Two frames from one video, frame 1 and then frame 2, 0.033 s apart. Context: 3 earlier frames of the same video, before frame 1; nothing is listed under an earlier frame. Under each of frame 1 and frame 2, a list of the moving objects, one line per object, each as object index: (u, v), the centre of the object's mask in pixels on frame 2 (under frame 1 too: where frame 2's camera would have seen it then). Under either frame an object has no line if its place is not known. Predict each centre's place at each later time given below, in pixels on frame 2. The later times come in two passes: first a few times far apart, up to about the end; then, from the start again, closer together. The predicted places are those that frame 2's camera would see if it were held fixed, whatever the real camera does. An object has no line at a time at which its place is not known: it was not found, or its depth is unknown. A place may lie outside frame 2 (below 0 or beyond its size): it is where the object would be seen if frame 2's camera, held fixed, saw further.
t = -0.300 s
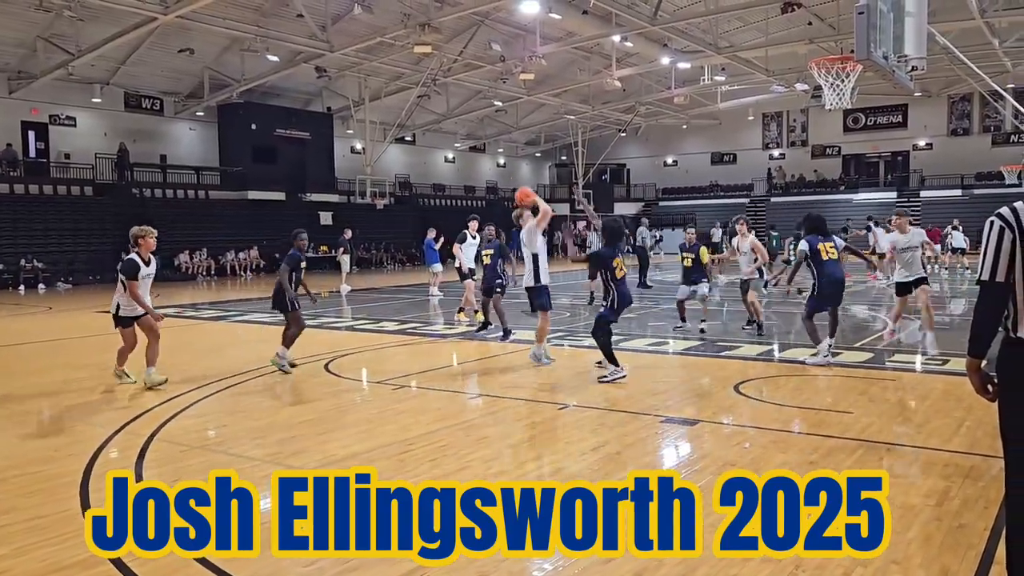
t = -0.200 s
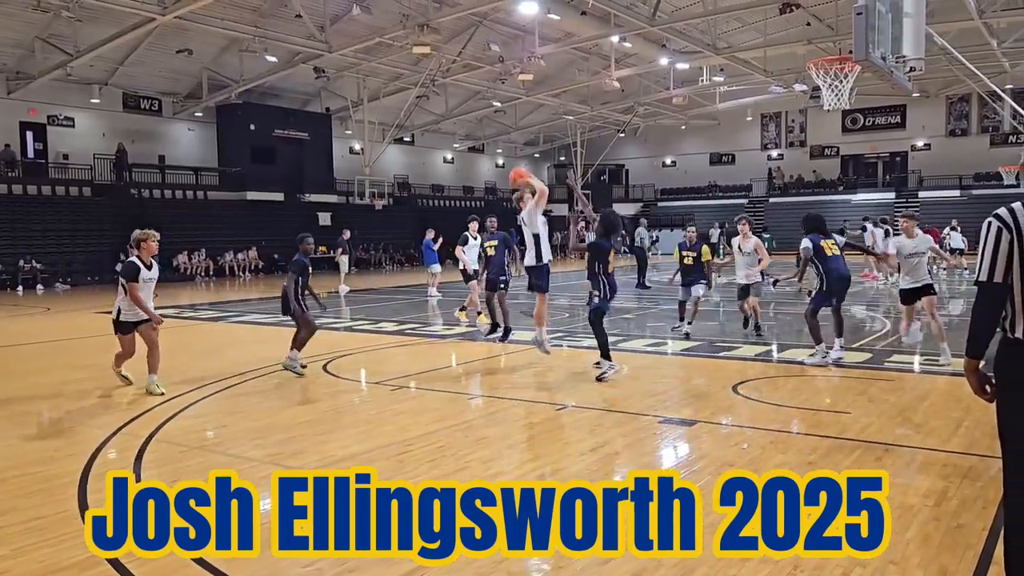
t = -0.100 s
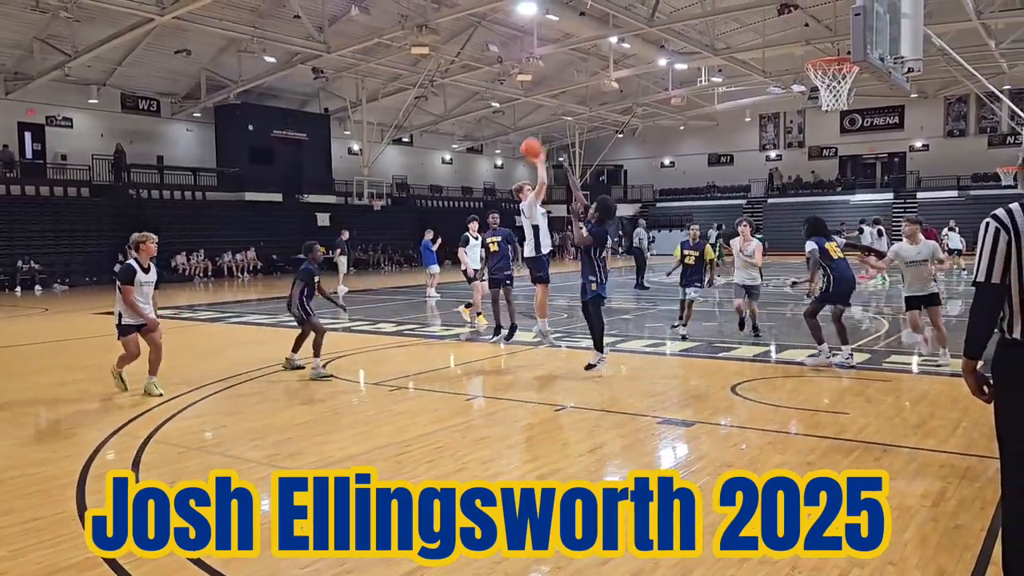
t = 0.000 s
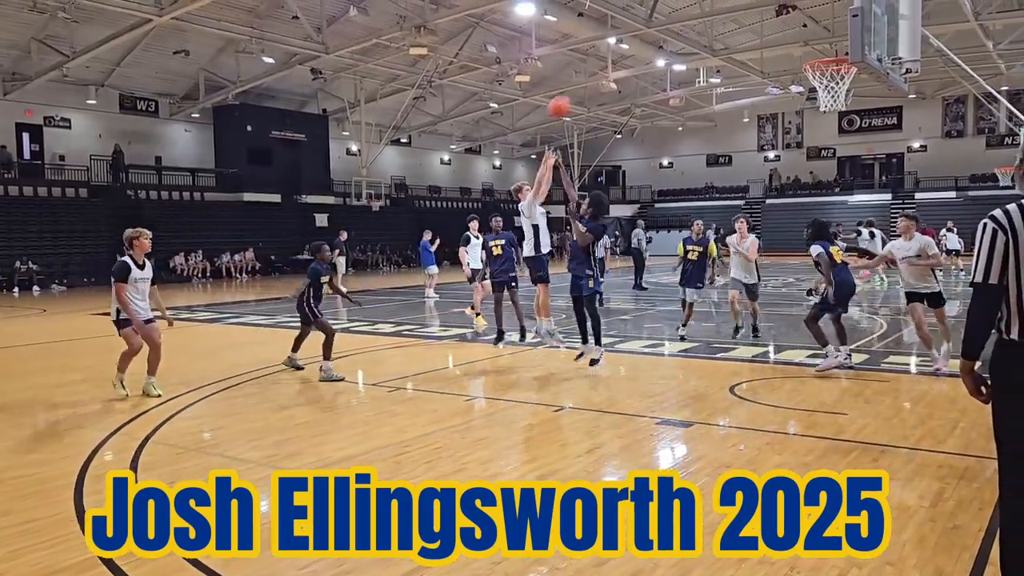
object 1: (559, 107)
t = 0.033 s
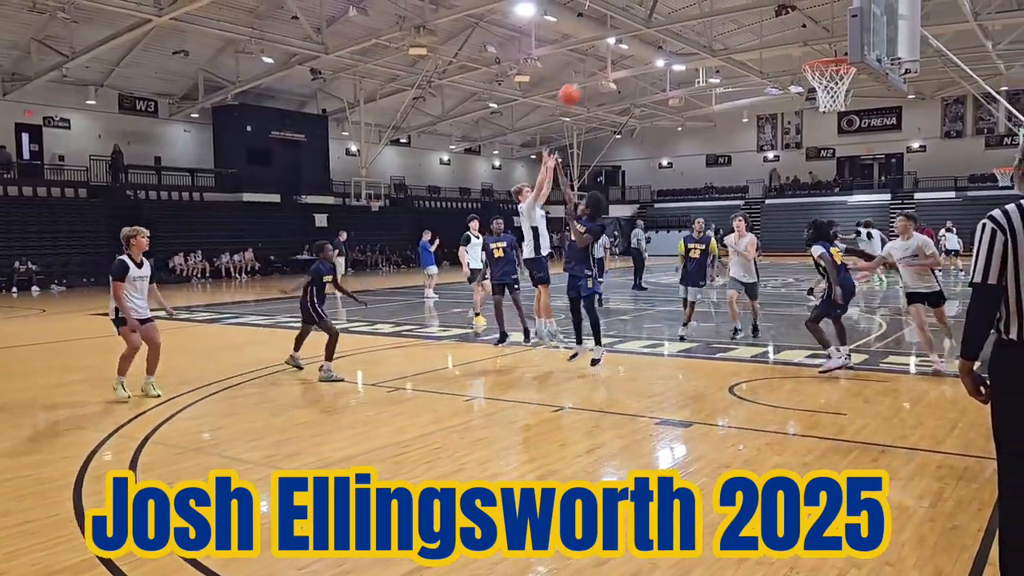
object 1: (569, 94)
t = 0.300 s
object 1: (663, 22)
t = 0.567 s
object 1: (772, 10)
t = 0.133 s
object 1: (603, 61)
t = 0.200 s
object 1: (627, 43)
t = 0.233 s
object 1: (639, 34)
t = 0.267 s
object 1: (651, 27)
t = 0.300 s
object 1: (663, 22)
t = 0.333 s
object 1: (677, 16)
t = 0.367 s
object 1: (689, 12)
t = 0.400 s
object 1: (702, 9)
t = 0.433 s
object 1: (716, 8)
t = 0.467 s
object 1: (728, 7)
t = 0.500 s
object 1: (743, 7)
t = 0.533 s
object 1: (756, 8)
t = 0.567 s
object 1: (772, 10)
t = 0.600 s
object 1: (786, 14)
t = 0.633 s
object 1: (799, 20)
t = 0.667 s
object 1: (815, 25)
